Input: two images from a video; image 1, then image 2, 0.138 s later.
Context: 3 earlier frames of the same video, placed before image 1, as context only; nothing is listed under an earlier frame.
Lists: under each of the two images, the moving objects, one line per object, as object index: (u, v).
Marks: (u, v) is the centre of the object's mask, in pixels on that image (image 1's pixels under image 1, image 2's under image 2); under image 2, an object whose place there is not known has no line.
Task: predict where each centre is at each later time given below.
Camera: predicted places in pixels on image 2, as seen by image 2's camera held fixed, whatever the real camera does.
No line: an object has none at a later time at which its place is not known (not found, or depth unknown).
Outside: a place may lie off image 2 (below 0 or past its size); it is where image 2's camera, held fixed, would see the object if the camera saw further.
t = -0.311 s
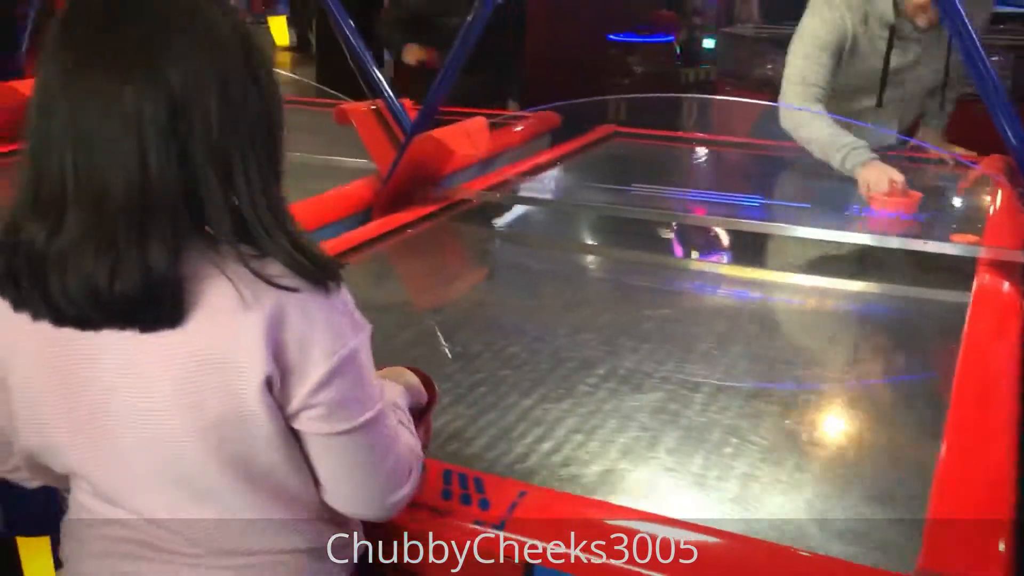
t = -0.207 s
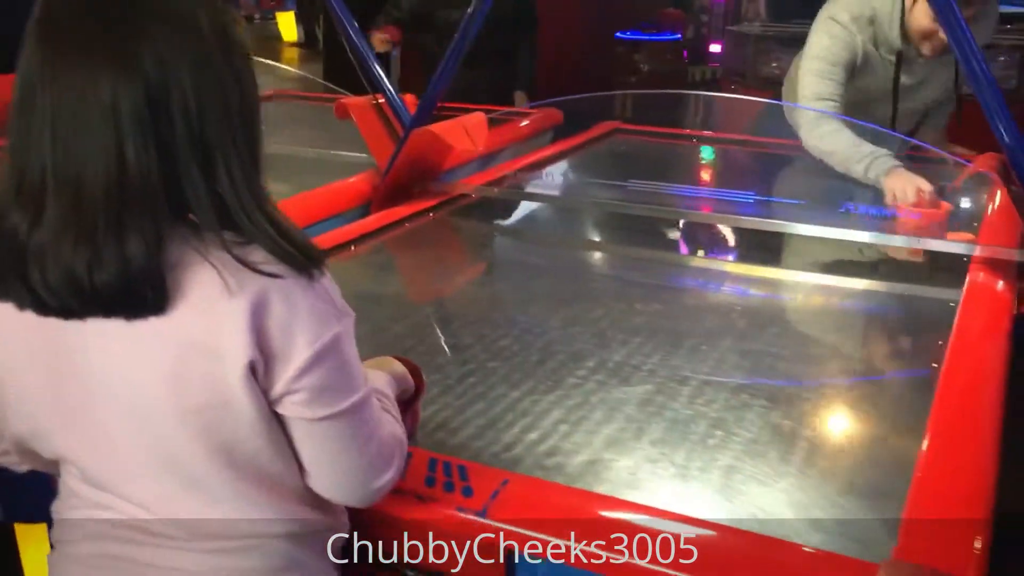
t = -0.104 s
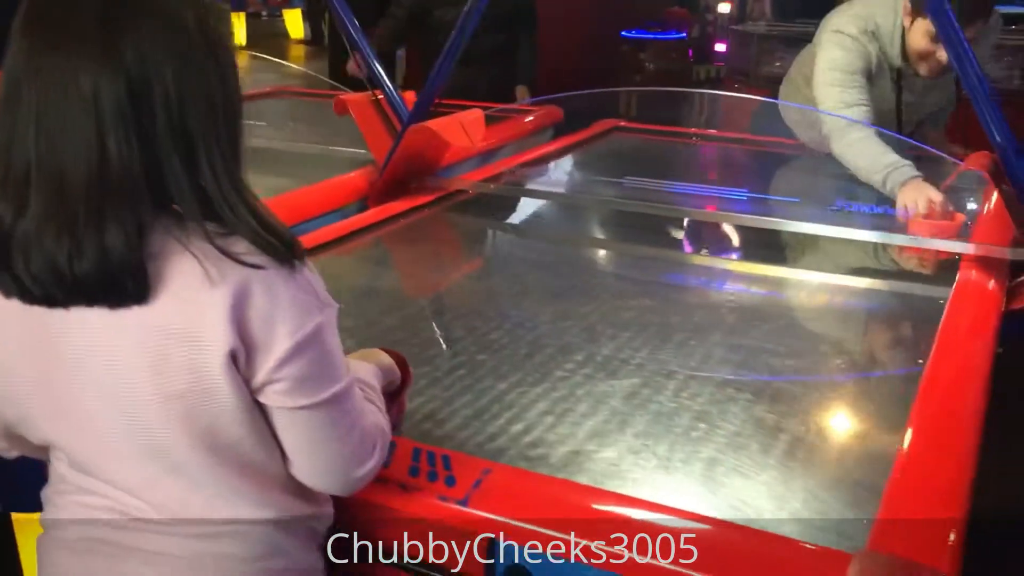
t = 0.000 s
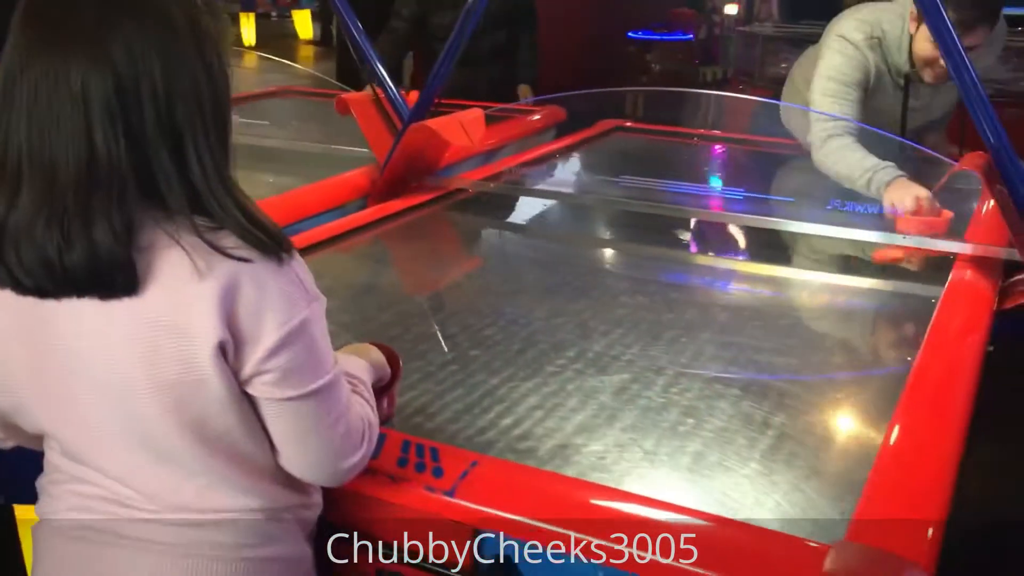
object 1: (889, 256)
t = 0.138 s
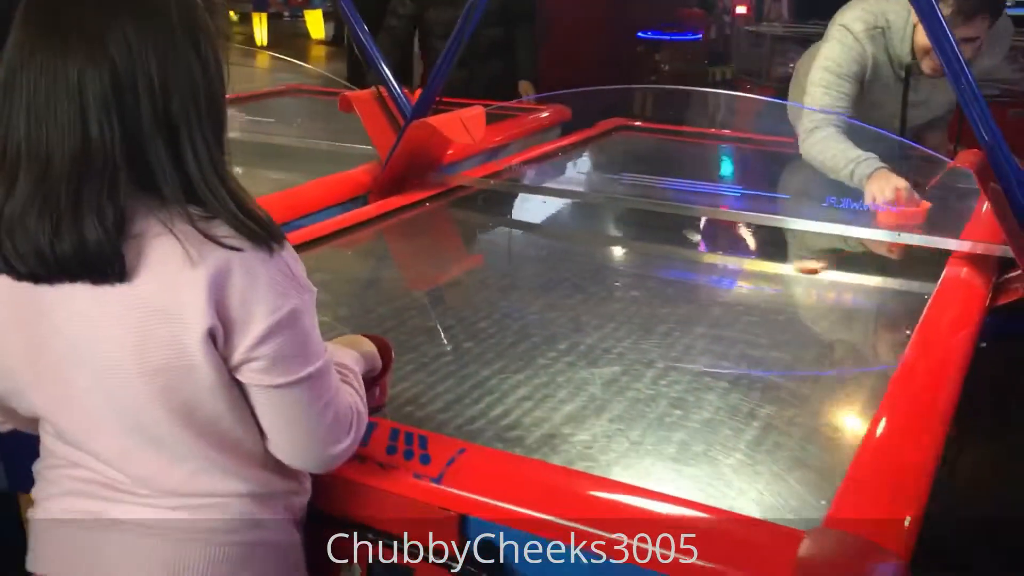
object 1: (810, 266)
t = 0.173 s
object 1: (787, 273)
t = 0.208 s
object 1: (765, 274)
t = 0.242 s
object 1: (745, 277)
